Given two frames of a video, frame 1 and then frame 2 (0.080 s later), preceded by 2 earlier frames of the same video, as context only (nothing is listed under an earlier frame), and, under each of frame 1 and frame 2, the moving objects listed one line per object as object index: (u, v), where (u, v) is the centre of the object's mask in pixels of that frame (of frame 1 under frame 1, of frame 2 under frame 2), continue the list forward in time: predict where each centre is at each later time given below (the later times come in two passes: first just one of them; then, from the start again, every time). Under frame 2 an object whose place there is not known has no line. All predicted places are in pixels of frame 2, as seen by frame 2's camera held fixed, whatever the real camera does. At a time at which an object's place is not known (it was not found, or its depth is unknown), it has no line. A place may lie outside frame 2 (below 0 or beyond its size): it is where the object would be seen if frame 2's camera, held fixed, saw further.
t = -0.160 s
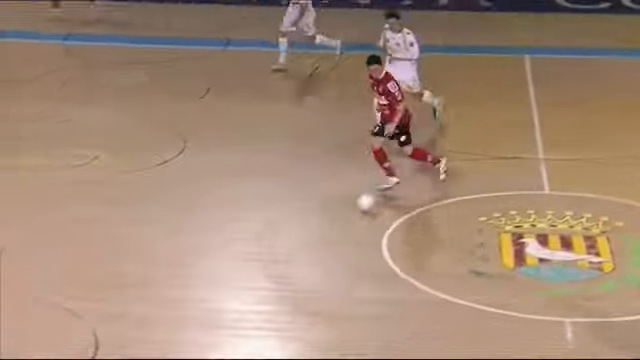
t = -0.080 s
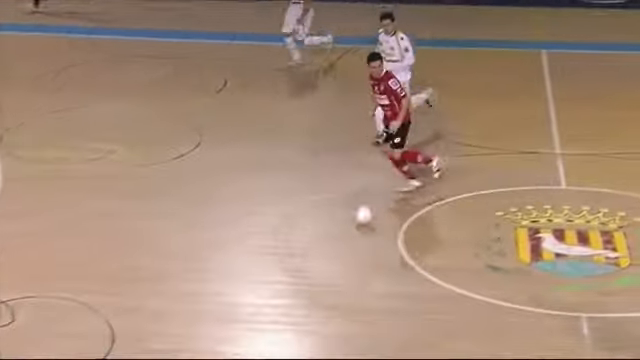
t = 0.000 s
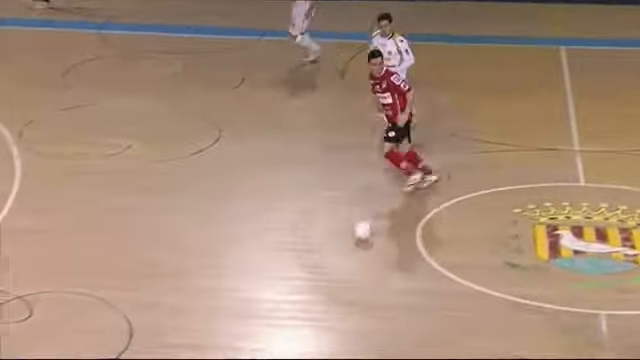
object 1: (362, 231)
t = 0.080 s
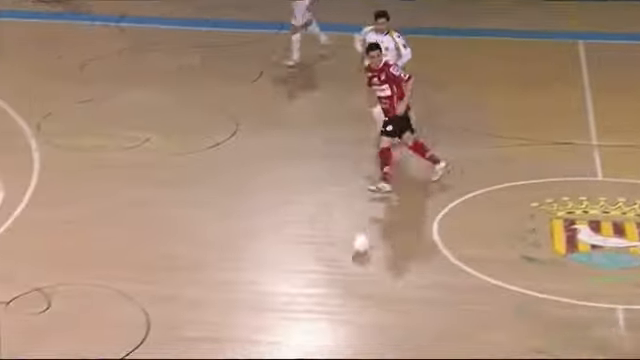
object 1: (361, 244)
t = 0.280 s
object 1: (313, 293)
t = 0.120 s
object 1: (351, 253)
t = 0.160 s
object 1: (341, 263)
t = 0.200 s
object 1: (332, 272)
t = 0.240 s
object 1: (322, 283)
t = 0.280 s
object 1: (313, 293)
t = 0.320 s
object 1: (302, 301)
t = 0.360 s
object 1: (292, 310)
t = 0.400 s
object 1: (282, 322)
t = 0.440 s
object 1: (271, 332)
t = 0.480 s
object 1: (260, 339)
